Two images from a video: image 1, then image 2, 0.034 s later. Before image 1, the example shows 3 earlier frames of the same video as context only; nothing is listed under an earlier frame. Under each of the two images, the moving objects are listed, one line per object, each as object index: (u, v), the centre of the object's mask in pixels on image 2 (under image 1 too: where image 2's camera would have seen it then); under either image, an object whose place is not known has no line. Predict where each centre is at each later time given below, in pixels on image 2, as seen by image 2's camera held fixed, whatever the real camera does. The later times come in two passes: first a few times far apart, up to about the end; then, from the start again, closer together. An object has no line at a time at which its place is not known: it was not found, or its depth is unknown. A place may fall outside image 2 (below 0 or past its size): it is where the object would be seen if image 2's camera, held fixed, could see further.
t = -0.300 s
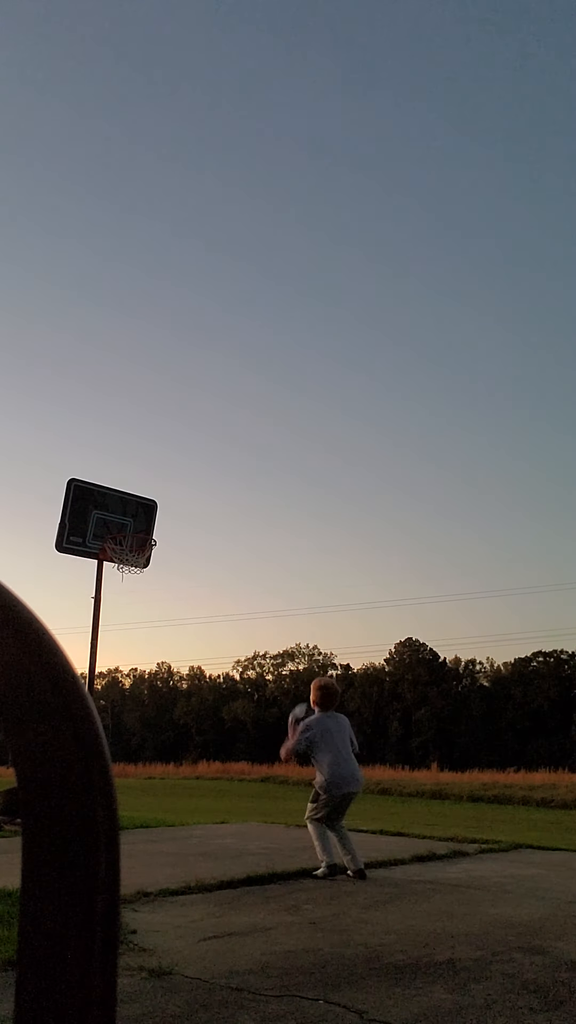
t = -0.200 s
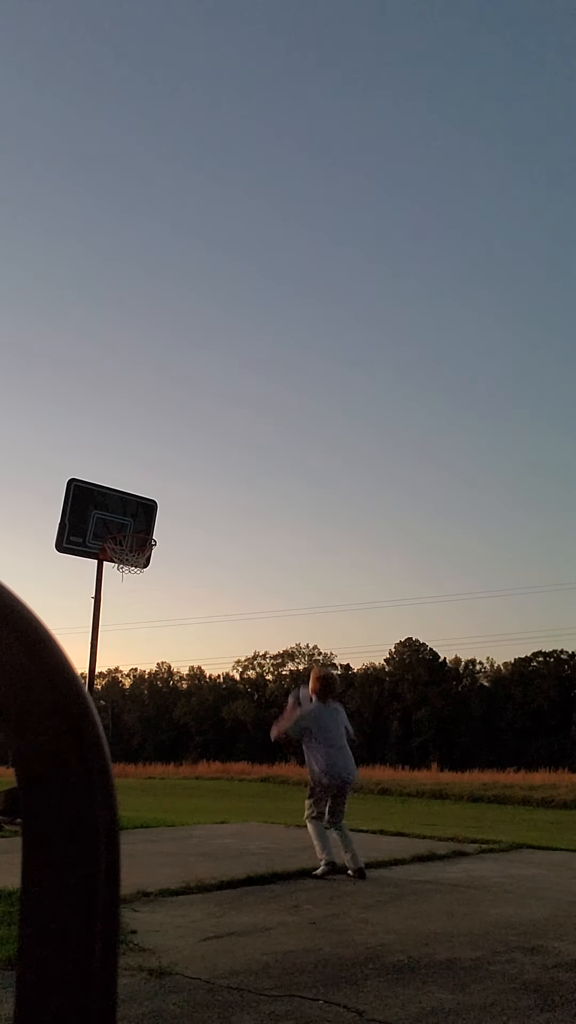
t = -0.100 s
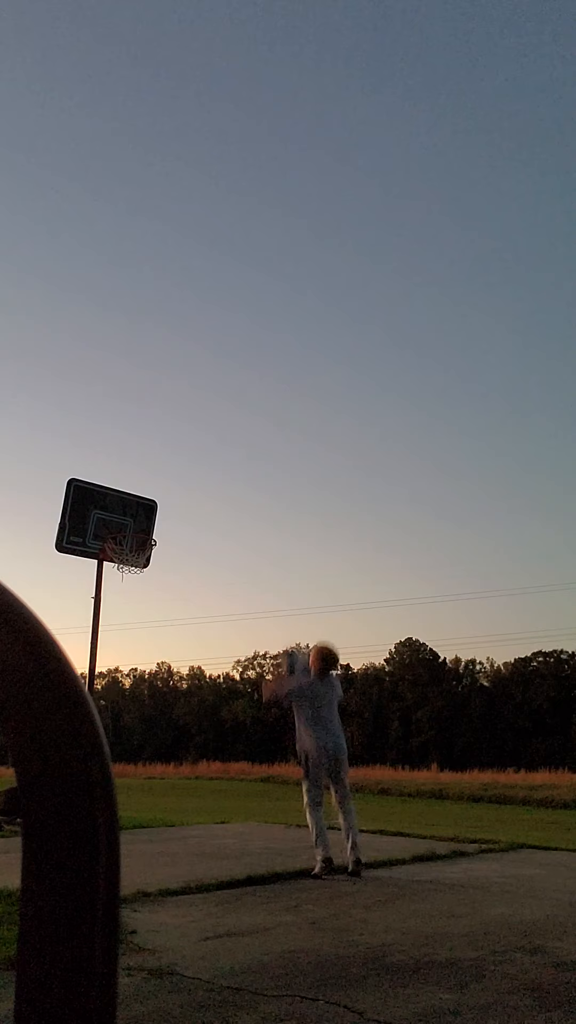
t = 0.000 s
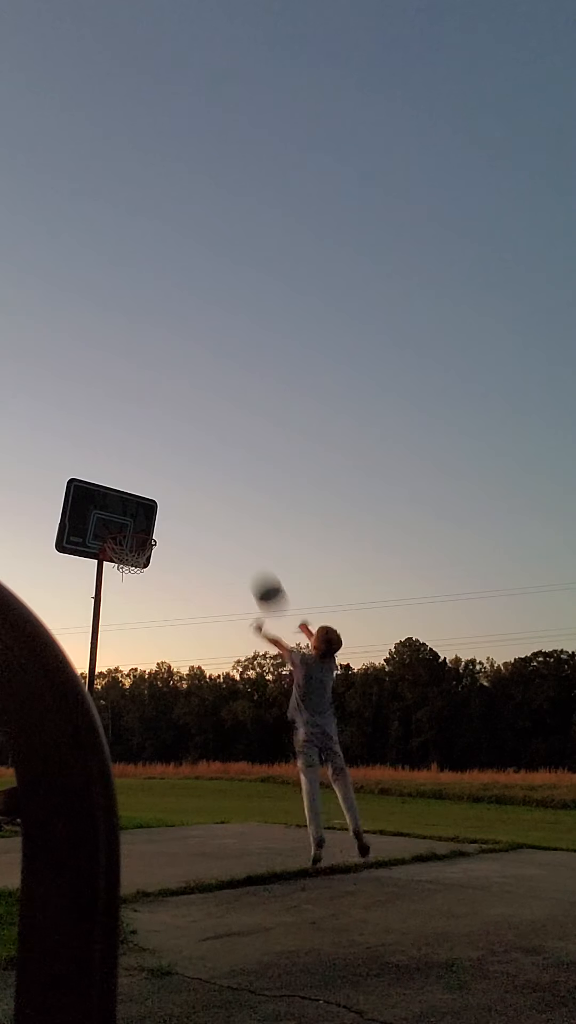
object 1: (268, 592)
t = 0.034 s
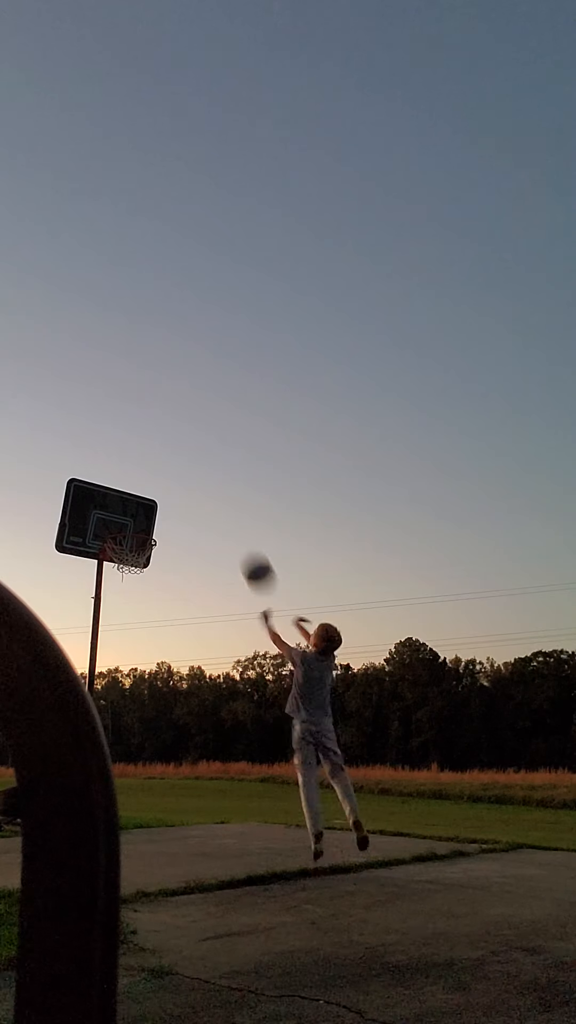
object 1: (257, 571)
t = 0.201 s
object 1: (211, 501)
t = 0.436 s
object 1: (158, 473)
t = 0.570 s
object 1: (132, 484)
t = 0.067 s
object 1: (248, 553)
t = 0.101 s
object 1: (238, 537)
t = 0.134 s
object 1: (229, 523)
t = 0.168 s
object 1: (220, 512)
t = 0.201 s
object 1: (211, 501)
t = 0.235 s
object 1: (202, 493)
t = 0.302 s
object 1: (187, 481)
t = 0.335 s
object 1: (179, 477)
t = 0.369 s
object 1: (172, 474)
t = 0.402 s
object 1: (165, 473)
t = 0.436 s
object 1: (158, 473)
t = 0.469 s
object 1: (151, 474)
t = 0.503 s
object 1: (144, 476)
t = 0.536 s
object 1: (138, 479)
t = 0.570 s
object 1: (132, 484)
